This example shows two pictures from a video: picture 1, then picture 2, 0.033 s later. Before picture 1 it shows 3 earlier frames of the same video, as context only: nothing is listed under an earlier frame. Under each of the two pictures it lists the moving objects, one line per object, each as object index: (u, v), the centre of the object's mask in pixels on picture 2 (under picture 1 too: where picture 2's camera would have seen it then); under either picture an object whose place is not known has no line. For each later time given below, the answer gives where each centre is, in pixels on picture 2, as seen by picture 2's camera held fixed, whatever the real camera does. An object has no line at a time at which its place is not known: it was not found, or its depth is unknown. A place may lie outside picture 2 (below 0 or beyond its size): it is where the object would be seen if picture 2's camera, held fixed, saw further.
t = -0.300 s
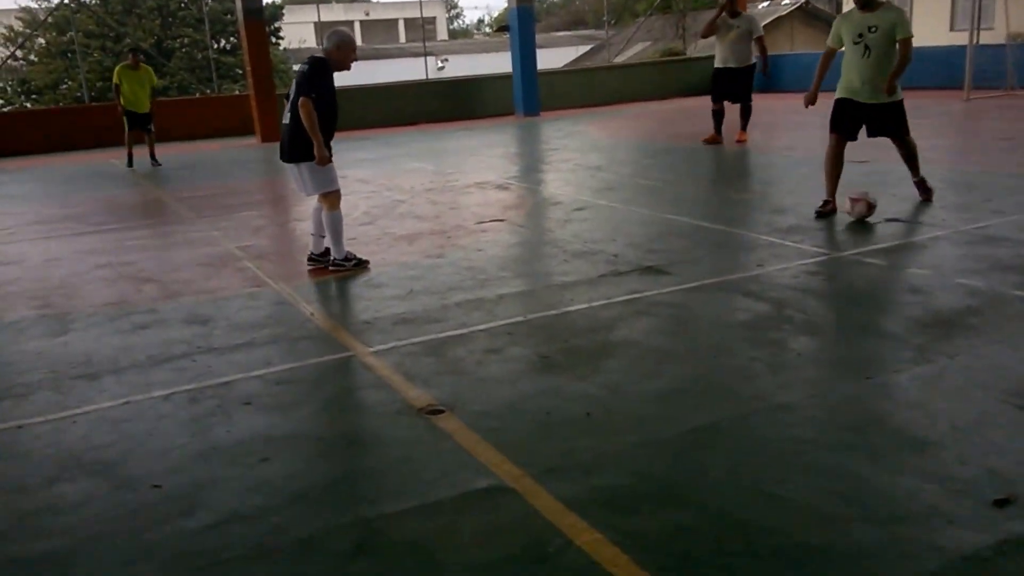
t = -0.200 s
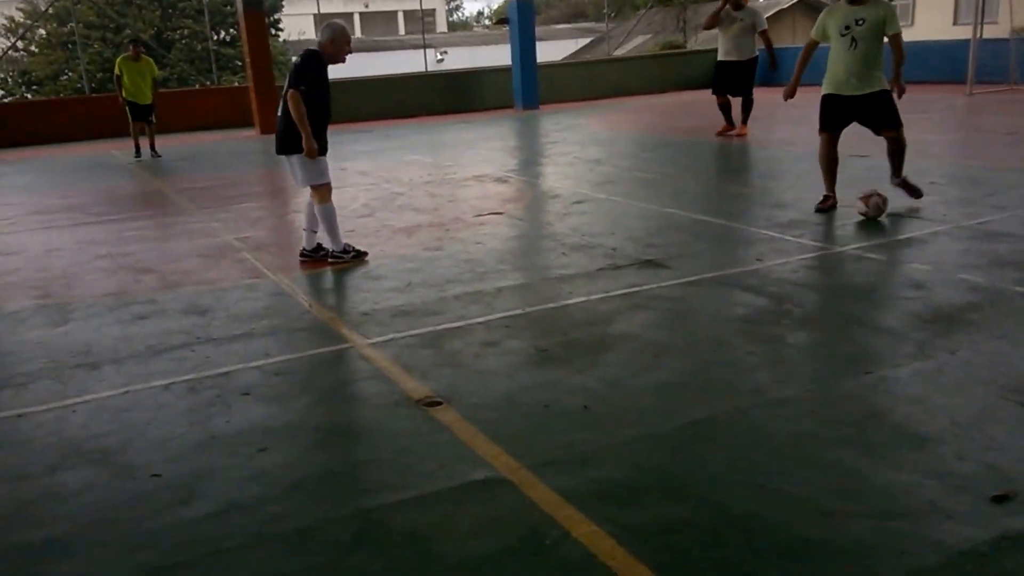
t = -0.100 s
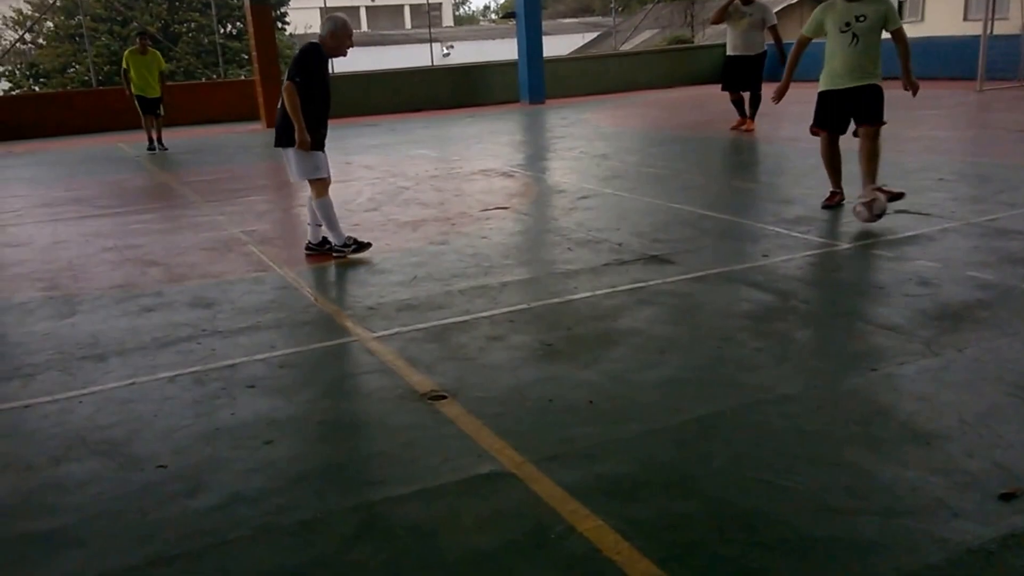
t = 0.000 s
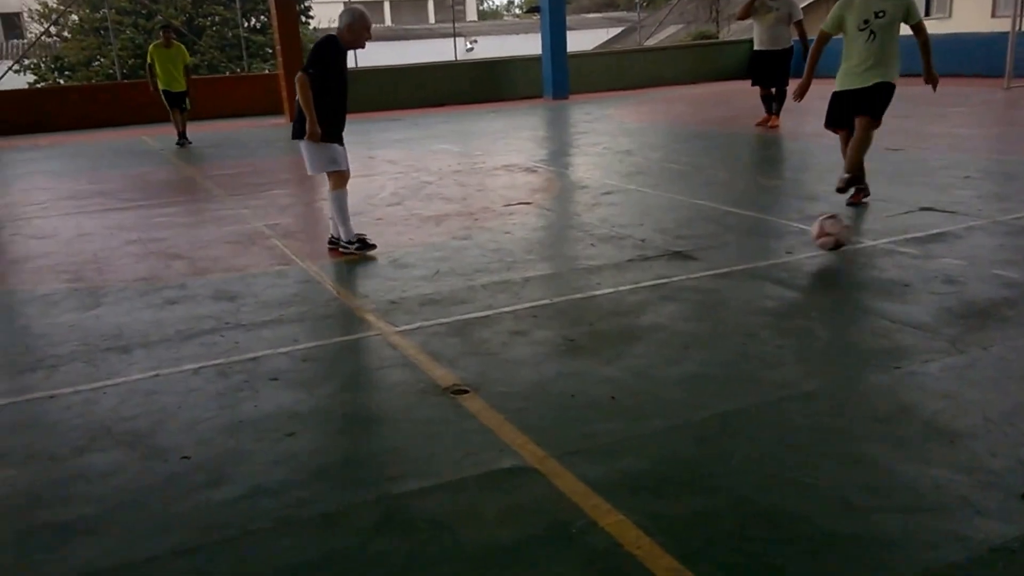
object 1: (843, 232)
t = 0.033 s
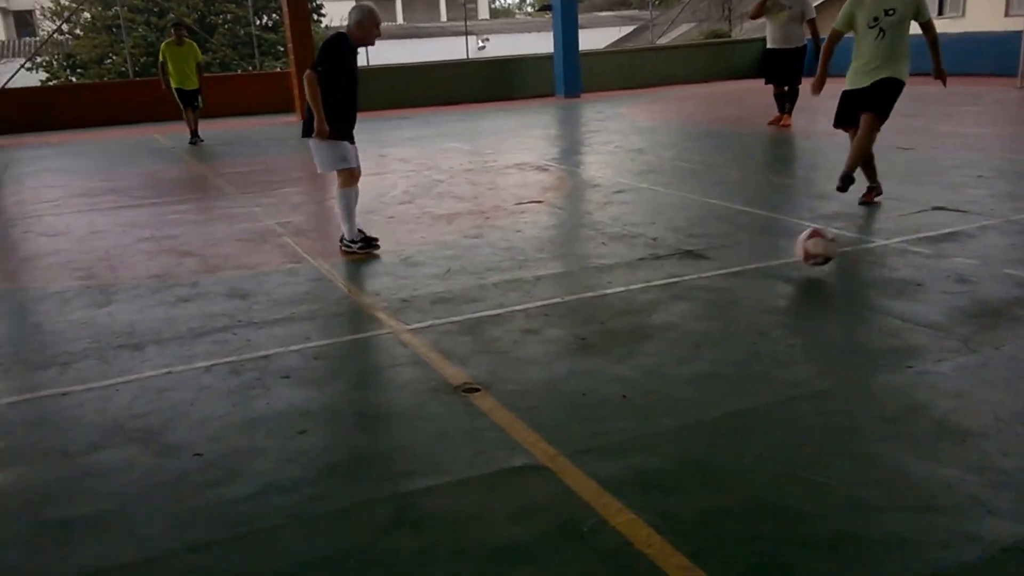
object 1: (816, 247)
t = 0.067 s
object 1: (788, 266)
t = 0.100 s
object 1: (759, 279)
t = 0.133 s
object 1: (729, 289)
